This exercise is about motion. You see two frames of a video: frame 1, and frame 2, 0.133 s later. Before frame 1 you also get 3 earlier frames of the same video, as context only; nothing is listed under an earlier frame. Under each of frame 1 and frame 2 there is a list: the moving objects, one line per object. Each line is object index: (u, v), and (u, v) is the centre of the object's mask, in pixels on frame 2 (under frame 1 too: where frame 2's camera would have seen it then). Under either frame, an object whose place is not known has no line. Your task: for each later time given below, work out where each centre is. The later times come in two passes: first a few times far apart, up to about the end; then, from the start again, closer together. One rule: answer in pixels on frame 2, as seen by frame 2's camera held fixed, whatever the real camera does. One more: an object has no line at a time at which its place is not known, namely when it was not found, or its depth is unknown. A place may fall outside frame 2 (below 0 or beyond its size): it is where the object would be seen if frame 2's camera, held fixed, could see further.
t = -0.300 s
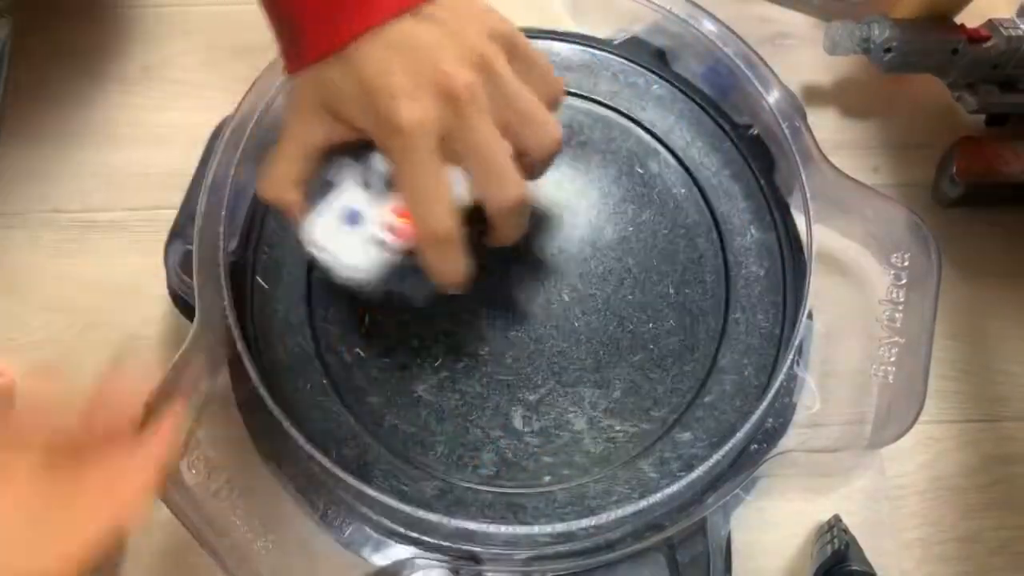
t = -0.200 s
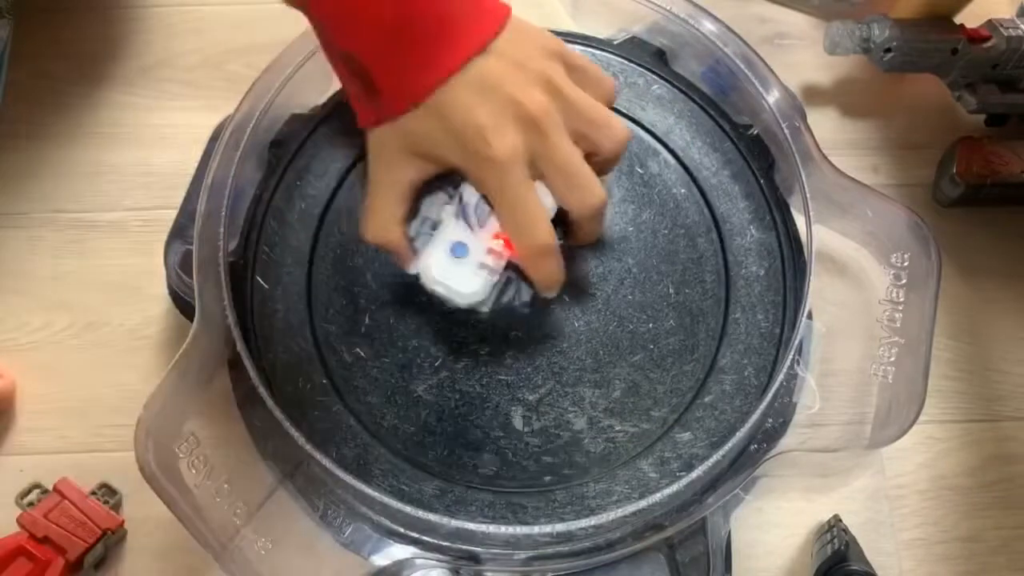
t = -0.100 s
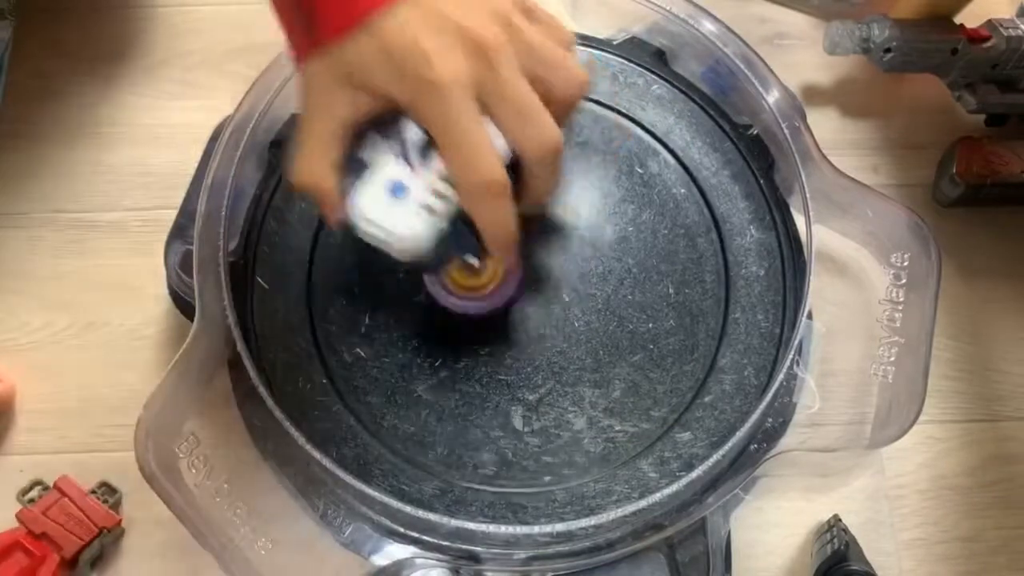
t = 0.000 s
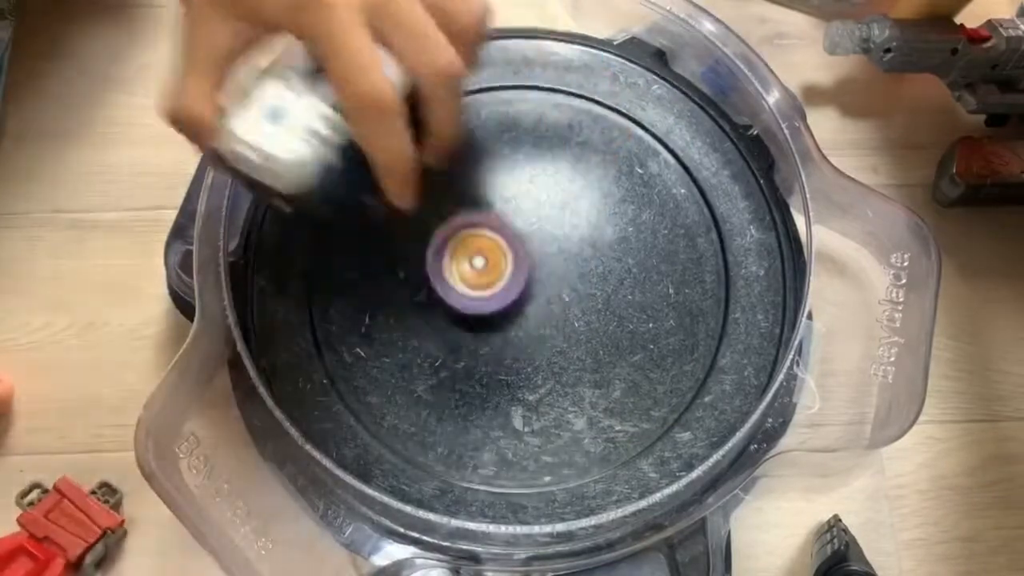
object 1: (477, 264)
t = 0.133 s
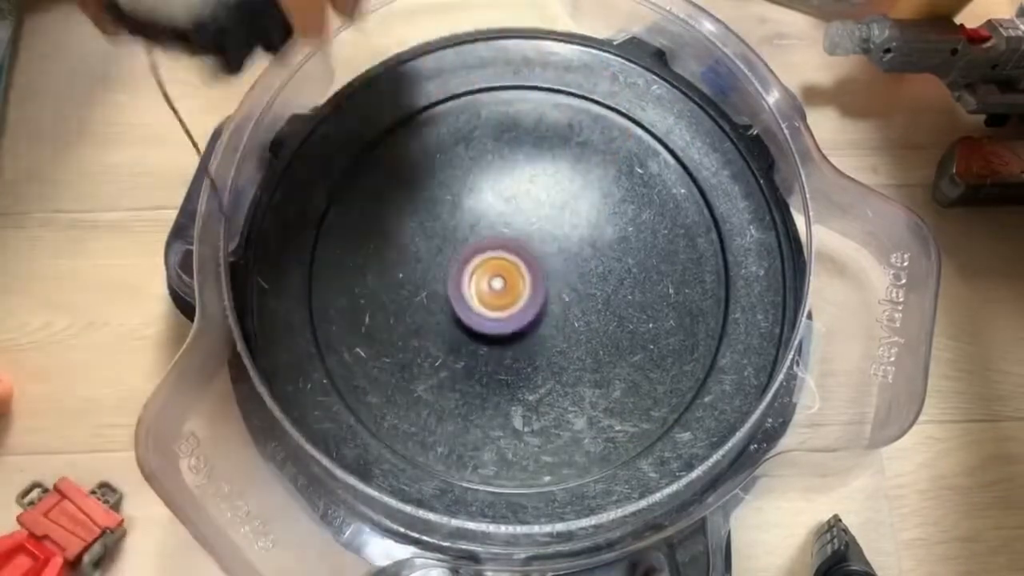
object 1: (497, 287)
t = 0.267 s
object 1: (515, 290)
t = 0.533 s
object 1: (556, 270)
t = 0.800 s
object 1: (561, 207)
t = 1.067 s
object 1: (496, 224)
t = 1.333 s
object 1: (514, 303)
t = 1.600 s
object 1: (603, 302)
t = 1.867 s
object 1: (582, 221)
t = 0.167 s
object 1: (502, 286)
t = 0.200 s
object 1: (507, 288)
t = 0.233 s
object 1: (510, 287)
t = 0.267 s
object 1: (515, 290)
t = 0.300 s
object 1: (521, 291)
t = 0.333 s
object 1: (526, 291)
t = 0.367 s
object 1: (531, 290)
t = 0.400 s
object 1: (536, 289)
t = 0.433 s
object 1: (542, 285)
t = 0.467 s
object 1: (546, 282)
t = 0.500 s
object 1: (552, 276)
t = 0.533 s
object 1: (556, 270)
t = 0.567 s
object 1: (561, 263)
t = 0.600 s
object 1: (564, 255)
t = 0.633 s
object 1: (568, 247)
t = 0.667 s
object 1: (571, 238)
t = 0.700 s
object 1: (571, 228)
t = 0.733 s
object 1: (570, 221)
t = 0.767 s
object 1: (567, 213)
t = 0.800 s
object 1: (561, 207)
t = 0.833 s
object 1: (555, 203)
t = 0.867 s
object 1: (547, 200)
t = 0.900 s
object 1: (538, 199)
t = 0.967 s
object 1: (519, 203)
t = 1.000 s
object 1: (510, 208)
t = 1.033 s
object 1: (502, 215)
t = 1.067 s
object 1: (496, 224)
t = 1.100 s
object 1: (491, 233)
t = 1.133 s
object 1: (489, 244)
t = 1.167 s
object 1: (489, 254)
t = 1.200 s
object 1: (491, 266)
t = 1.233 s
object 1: (494, 277)
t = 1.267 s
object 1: (500, 287)
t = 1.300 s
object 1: (506, 296)
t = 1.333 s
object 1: (514, 303)
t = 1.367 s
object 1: (523, 309)
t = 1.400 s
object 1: (534, 315)
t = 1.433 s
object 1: (547, 319)
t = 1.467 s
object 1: (560, 320)
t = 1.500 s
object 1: (573, 320)
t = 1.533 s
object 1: (584, 317)
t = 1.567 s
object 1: (595, 310)
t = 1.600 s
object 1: (603, 302)
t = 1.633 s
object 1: (610, 293)
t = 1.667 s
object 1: (614, 281)
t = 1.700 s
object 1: (616, 270)
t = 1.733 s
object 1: (614, 258)
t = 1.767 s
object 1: (611, 246)
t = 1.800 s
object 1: (604, 236)
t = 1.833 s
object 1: (594, 227)
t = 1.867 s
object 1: (582, 221)
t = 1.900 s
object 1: (570, 219)
